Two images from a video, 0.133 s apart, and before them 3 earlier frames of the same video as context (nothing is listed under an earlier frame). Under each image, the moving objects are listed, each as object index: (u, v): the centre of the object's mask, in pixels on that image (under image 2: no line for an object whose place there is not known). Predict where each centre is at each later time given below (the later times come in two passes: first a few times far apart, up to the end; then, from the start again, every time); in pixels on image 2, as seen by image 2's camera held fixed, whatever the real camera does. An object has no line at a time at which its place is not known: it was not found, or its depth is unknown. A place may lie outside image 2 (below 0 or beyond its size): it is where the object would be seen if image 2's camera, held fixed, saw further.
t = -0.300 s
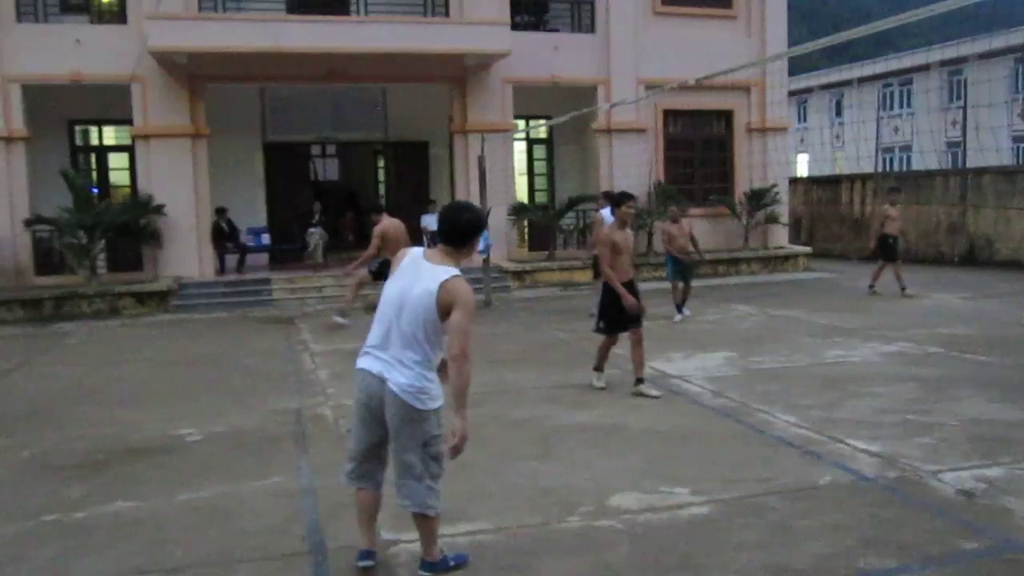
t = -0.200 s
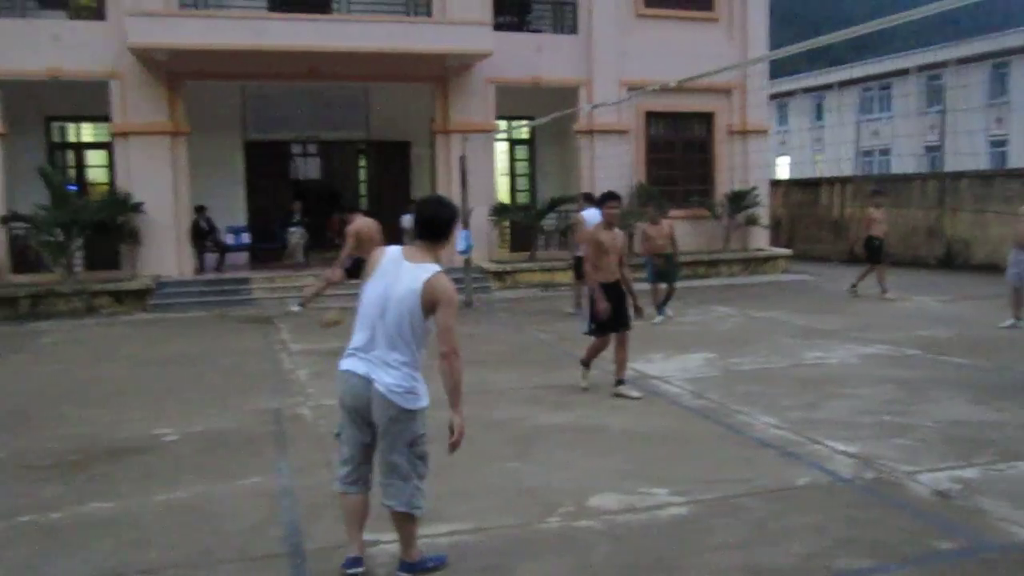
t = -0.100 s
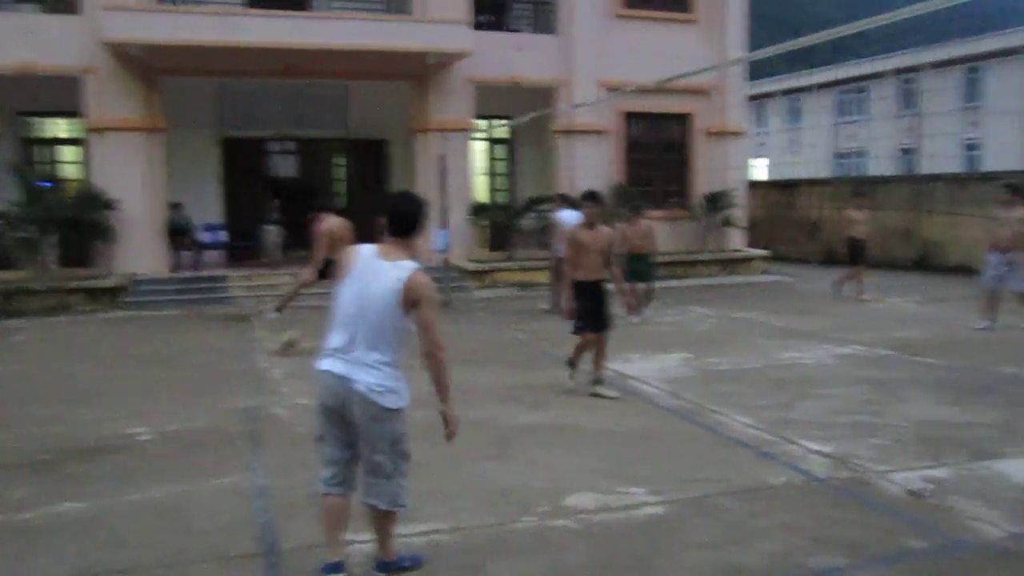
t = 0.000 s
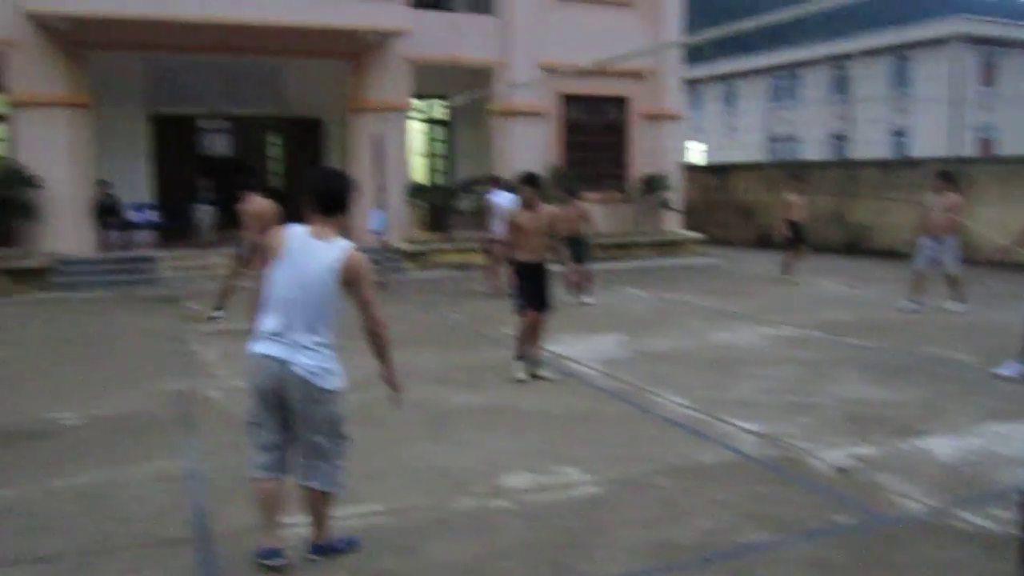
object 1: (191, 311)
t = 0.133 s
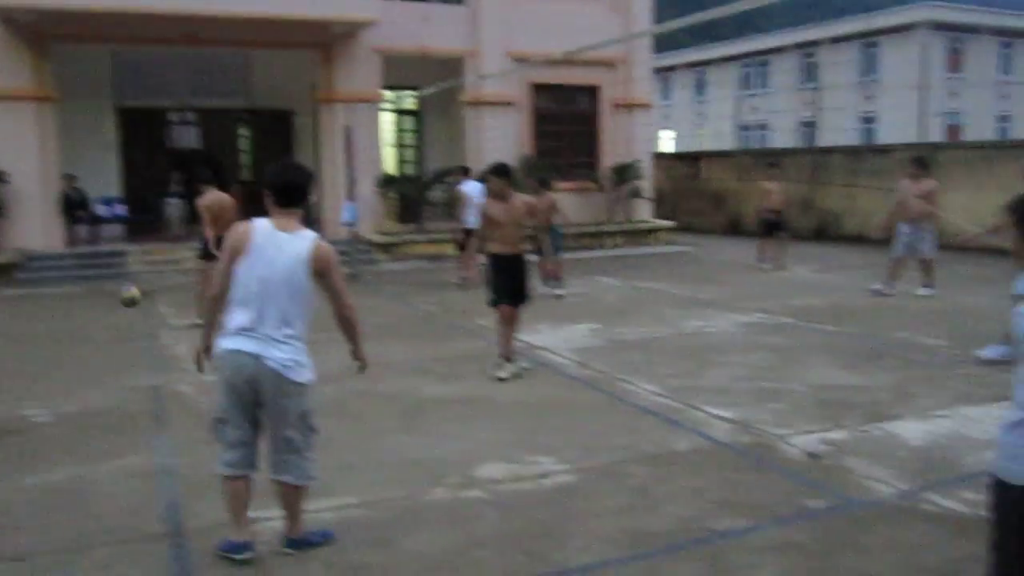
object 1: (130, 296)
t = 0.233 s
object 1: (103, 299)
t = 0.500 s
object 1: (30, 331)
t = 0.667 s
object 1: (-16, 317)
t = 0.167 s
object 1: (121, 296)
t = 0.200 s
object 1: (110, 297)
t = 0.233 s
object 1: (103, 299)
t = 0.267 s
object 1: (92, 301)
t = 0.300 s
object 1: (85, 305)
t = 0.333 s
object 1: (75, 311)
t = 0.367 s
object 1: (69, 319)
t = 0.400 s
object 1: (60, 325)
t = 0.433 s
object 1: (49, 335)
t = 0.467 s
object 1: (39, 336)
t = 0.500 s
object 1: (30, 331)
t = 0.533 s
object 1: (23, 324)
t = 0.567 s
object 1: (13, 320)
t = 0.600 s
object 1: (3, 318)
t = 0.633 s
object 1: (-7, 318)
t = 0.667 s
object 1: (-16, 317)
